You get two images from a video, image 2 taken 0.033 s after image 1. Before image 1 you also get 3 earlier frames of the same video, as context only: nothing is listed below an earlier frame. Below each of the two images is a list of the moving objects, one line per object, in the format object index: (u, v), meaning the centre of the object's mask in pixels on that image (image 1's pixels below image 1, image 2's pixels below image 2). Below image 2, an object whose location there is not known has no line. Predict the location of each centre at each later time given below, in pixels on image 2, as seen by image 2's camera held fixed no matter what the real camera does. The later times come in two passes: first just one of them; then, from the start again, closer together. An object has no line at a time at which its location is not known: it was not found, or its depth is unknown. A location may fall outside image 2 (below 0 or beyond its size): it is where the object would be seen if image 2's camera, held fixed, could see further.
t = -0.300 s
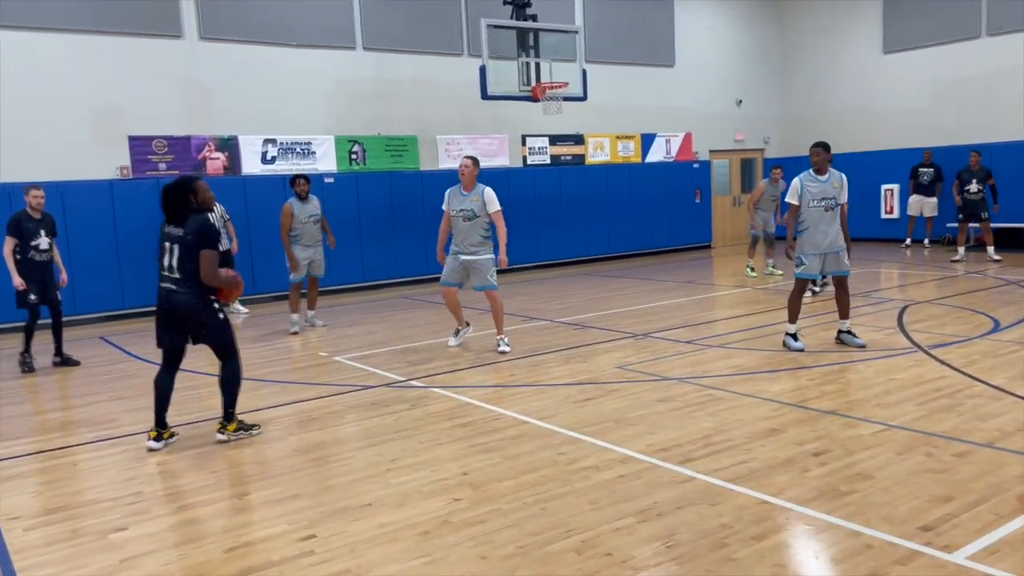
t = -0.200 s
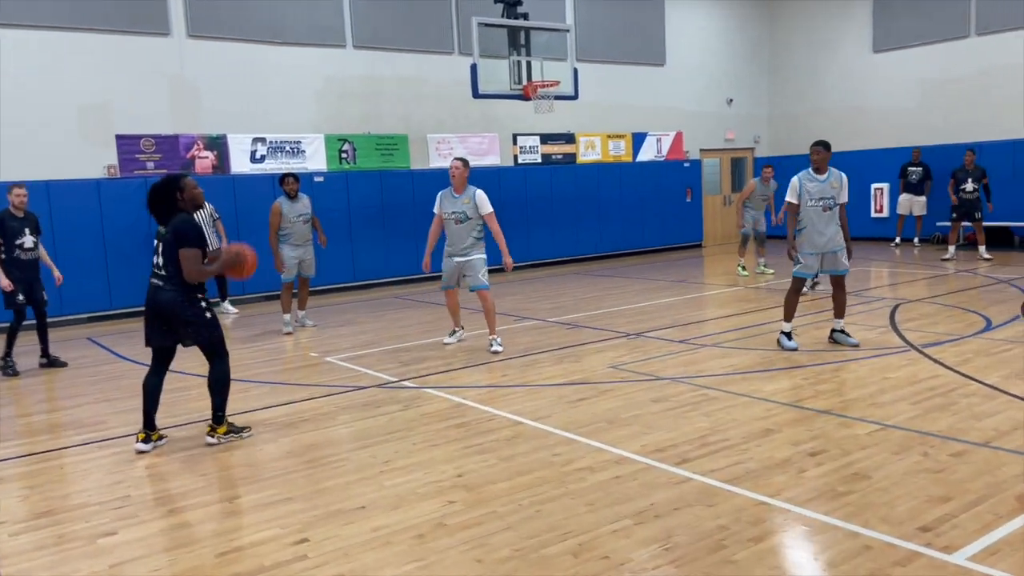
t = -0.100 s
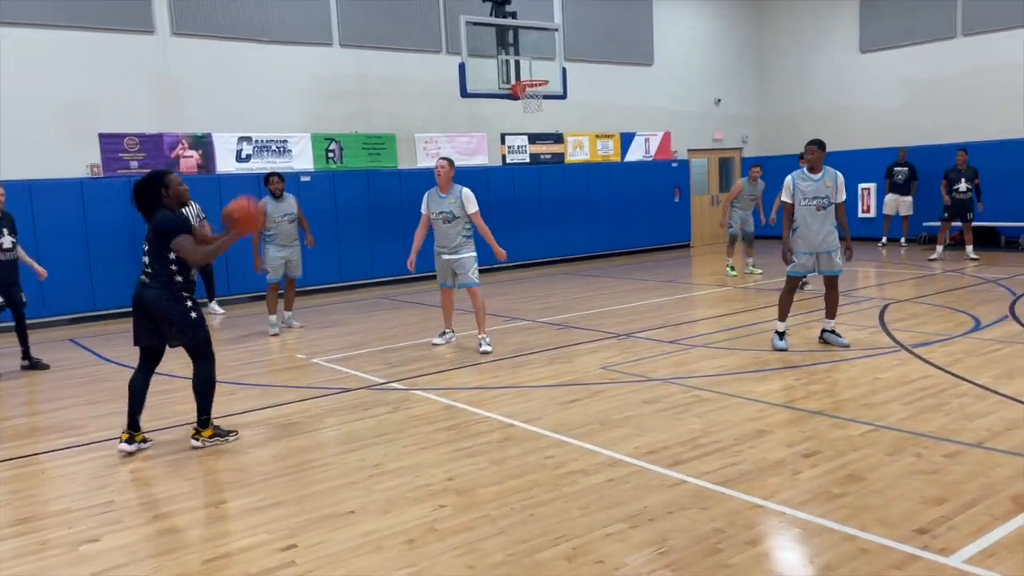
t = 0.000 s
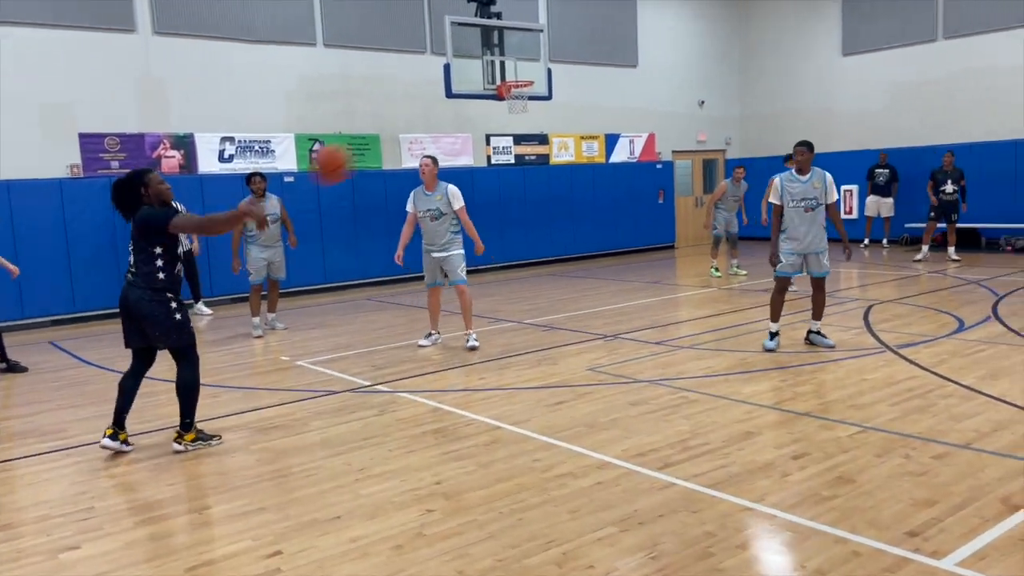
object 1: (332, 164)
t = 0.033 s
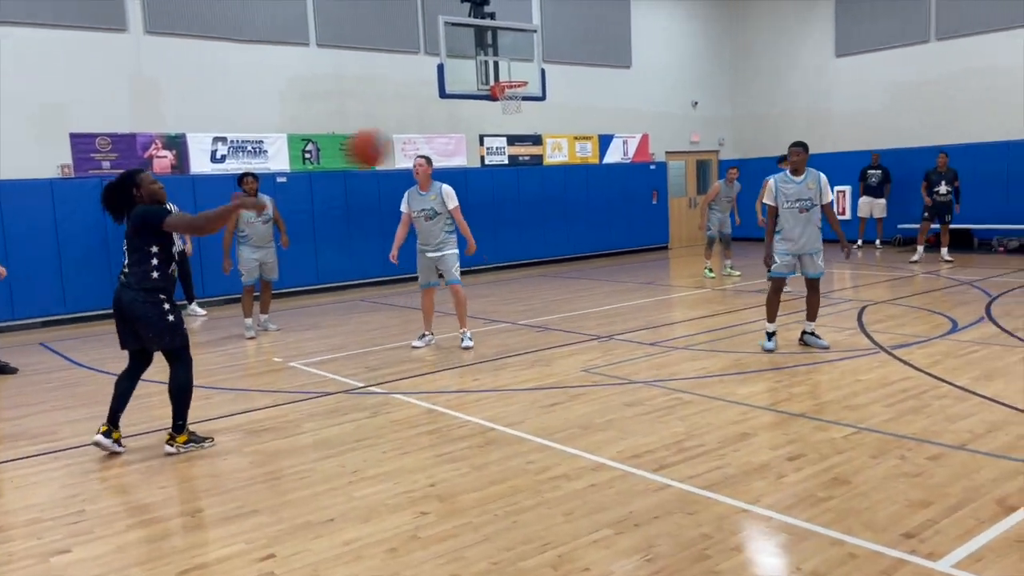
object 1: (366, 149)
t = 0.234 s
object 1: (638, 84)
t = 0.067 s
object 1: (409, 133)
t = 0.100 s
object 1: (454, 121)
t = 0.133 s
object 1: (498, 109)
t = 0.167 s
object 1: (545, 99)
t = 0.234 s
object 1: (638, 84)
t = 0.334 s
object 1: (786, 72)
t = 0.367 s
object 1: (839, 71)
